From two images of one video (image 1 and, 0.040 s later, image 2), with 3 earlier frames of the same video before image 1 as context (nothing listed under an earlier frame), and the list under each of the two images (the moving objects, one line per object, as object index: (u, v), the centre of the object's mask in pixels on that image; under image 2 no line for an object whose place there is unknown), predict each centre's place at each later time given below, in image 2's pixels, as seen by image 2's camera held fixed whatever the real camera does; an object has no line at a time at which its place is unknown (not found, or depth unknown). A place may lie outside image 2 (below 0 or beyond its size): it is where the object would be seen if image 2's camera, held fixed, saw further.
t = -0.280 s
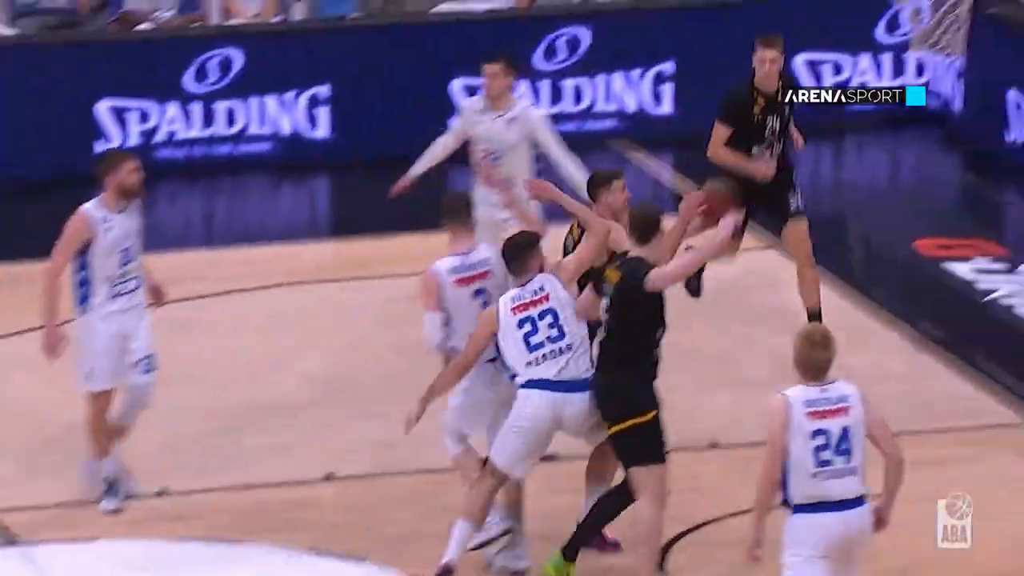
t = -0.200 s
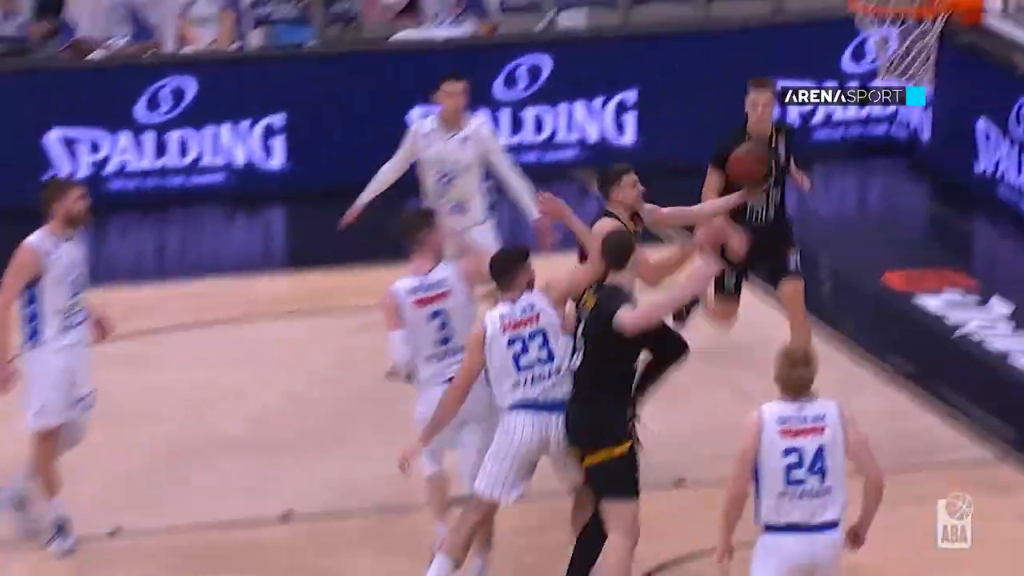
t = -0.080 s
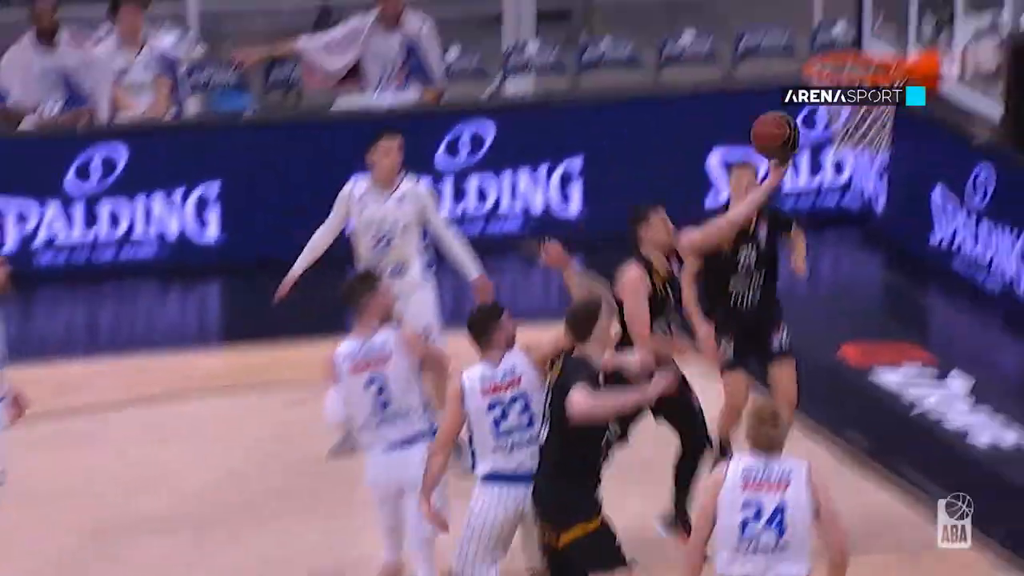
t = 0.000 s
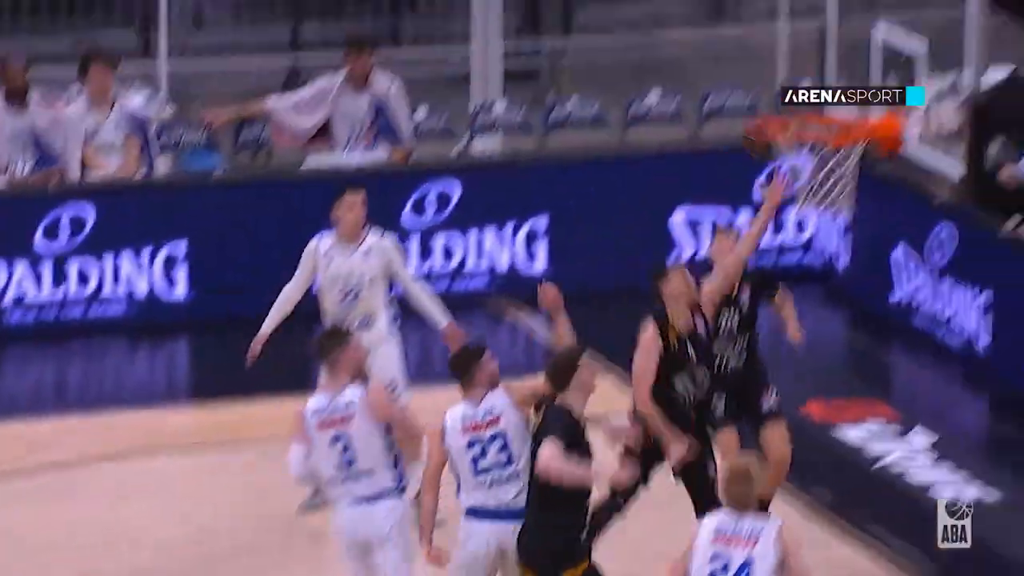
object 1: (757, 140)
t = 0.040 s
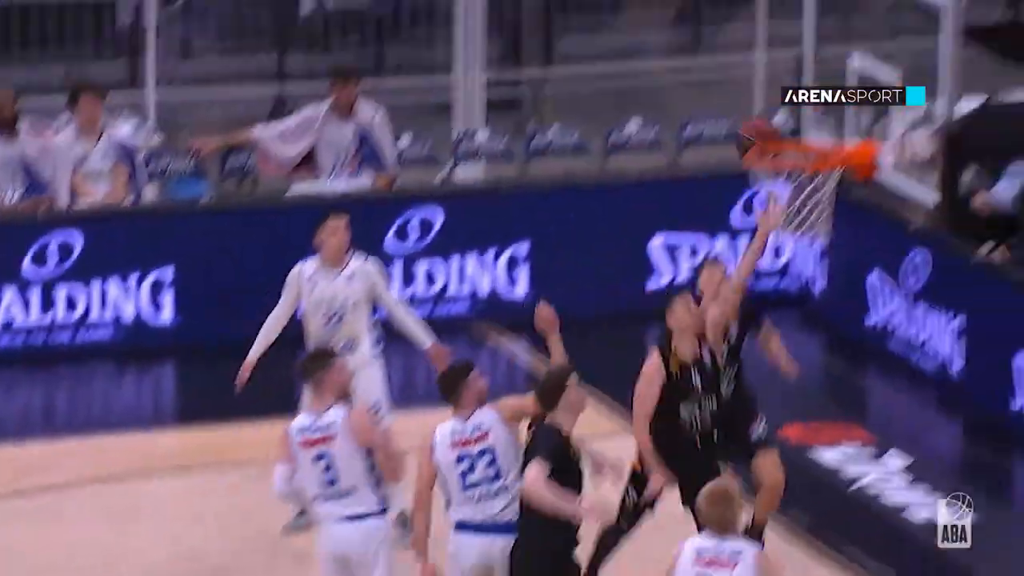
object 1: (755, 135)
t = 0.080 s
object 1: (773, 120)
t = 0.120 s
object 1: (786, 106)
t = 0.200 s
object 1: (812, 82)
